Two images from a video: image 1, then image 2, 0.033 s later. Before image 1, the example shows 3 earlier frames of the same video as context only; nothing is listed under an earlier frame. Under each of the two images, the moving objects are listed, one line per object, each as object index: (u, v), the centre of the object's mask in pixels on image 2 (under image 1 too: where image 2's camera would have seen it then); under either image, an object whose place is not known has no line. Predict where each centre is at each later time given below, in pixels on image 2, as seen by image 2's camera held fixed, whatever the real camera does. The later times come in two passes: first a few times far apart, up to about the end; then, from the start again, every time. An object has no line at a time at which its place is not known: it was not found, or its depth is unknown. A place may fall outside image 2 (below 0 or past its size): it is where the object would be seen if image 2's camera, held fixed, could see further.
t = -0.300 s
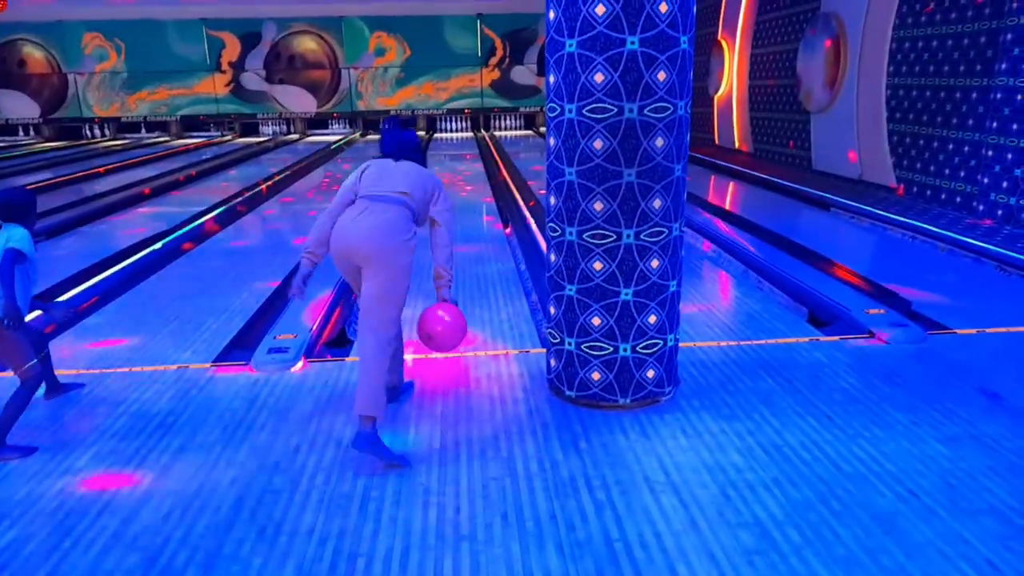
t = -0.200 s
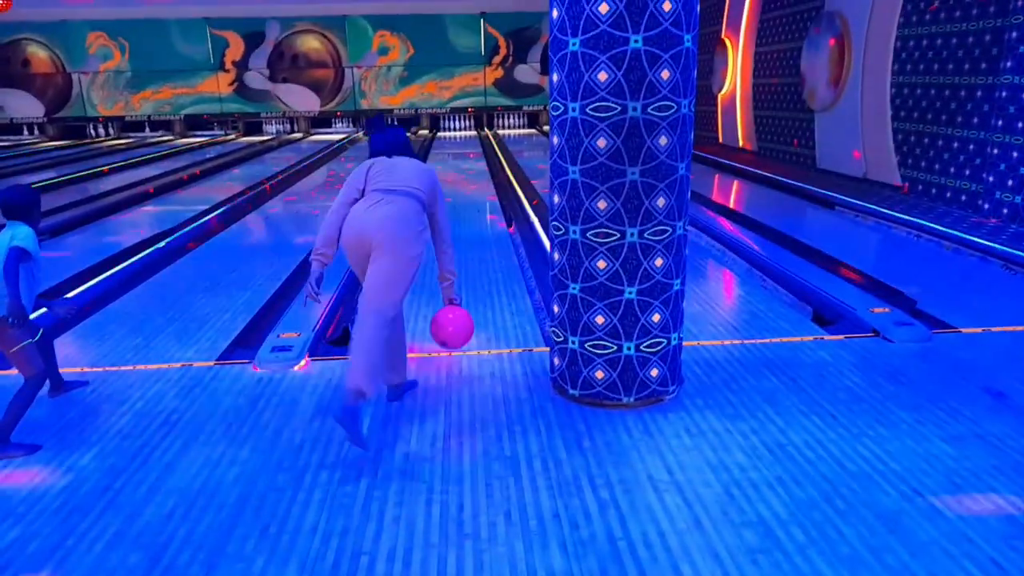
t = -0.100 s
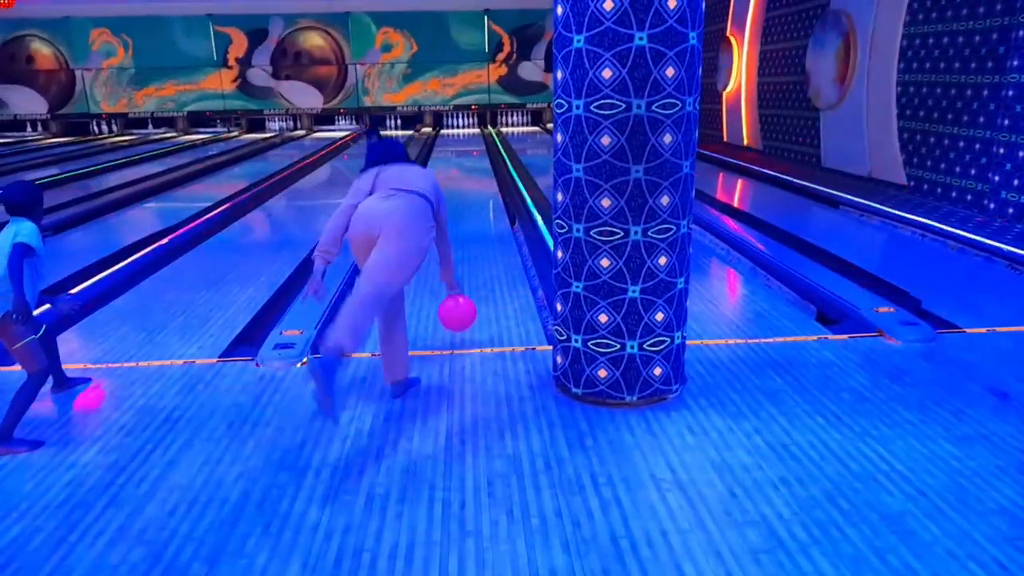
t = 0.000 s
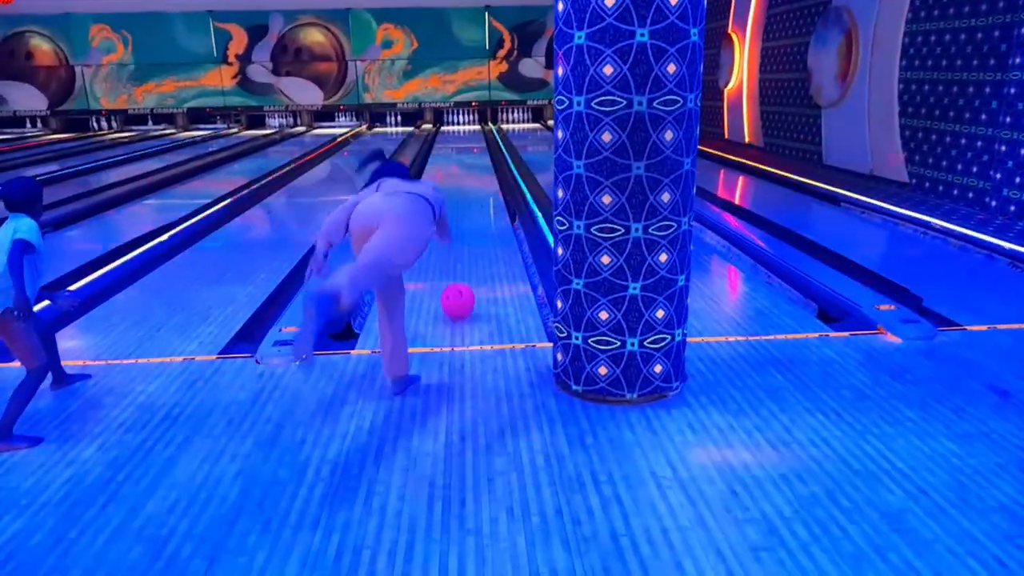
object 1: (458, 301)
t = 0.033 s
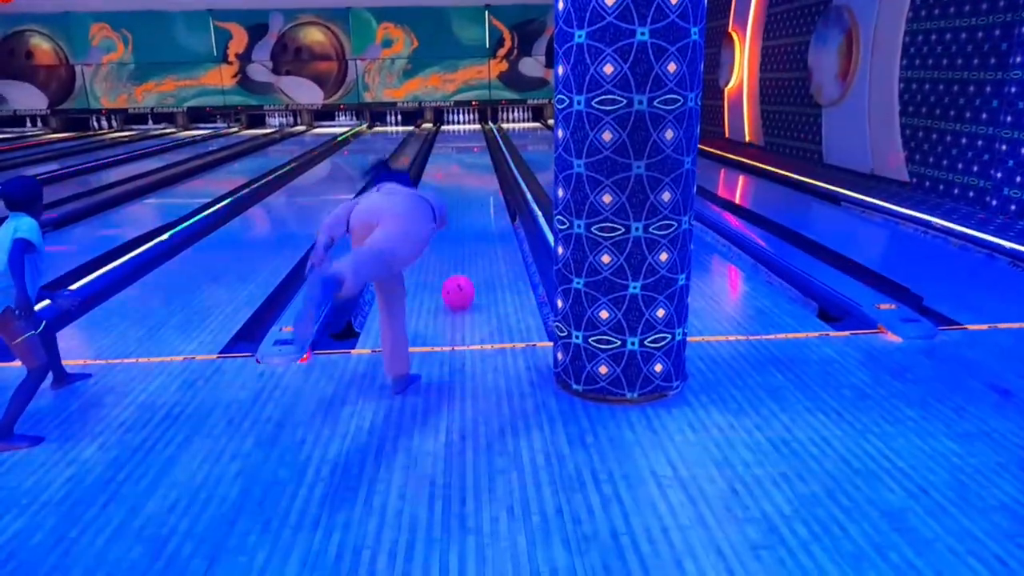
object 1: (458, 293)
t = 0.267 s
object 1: (462, 251)
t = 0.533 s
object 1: (457, 222)
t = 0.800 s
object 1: (456, 200)
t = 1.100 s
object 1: (456, 183)
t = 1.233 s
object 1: (457, 174)
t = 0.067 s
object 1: (458, 286)
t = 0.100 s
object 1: (457, 281)
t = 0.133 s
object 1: (458, 274)
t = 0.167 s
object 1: (457, 268)
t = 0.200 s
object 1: (458, 263)
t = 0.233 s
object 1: (460, 260)
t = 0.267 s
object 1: (462, 251)
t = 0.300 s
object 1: (461, 247)
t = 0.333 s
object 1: (460, 243)
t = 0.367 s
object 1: (458, 239)
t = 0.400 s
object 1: (458, 236)
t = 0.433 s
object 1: (457, 232)
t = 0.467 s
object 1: (457, 228)
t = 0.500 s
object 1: (457, 225)
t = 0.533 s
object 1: (457, 222)
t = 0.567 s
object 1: (457, 219)
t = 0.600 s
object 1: (456, 216)
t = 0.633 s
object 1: (457, 213)
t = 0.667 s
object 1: (456, 210)
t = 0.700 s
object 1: (456, 207)
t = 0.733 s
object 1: (456, 205)
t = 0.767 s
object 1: (456, 203)
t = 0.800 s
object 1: (456, 200)
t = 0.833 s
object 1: (455, 198)
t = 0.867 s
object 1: (455, 196)
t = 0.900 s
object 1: (455, 194)
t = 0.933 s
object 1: (455, 192)
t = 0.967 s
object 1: (455, 190)
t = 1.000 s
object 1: (455, 188)
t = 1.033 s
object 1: (456, 186)
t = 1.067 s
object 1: (456, 185)
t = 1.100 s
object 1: (456, 183)
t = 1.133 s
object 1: (456, 180)
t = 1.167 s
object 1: (457, 178)
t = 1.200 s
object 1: (457, 177)
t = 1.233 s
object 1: (457, 174)
